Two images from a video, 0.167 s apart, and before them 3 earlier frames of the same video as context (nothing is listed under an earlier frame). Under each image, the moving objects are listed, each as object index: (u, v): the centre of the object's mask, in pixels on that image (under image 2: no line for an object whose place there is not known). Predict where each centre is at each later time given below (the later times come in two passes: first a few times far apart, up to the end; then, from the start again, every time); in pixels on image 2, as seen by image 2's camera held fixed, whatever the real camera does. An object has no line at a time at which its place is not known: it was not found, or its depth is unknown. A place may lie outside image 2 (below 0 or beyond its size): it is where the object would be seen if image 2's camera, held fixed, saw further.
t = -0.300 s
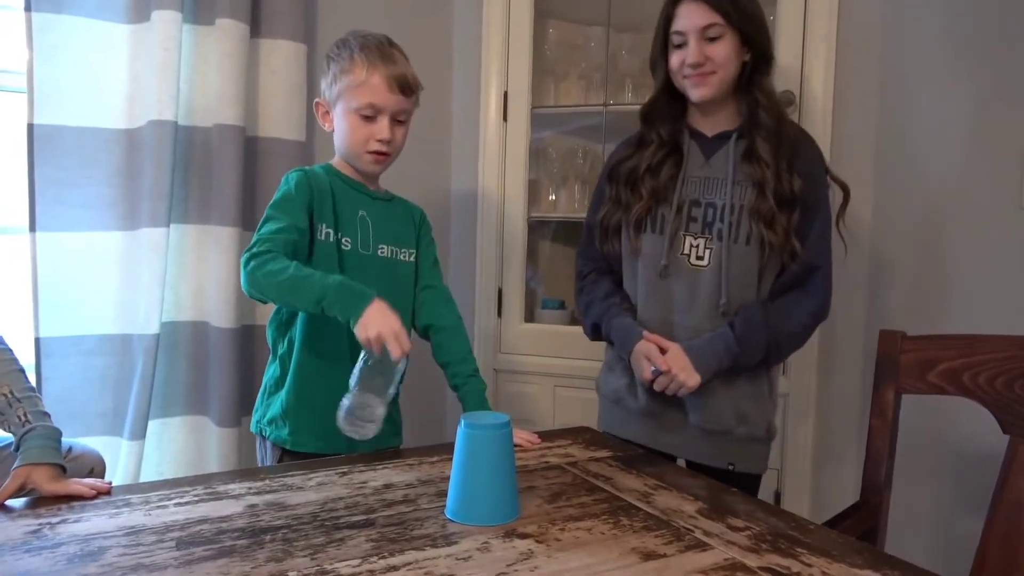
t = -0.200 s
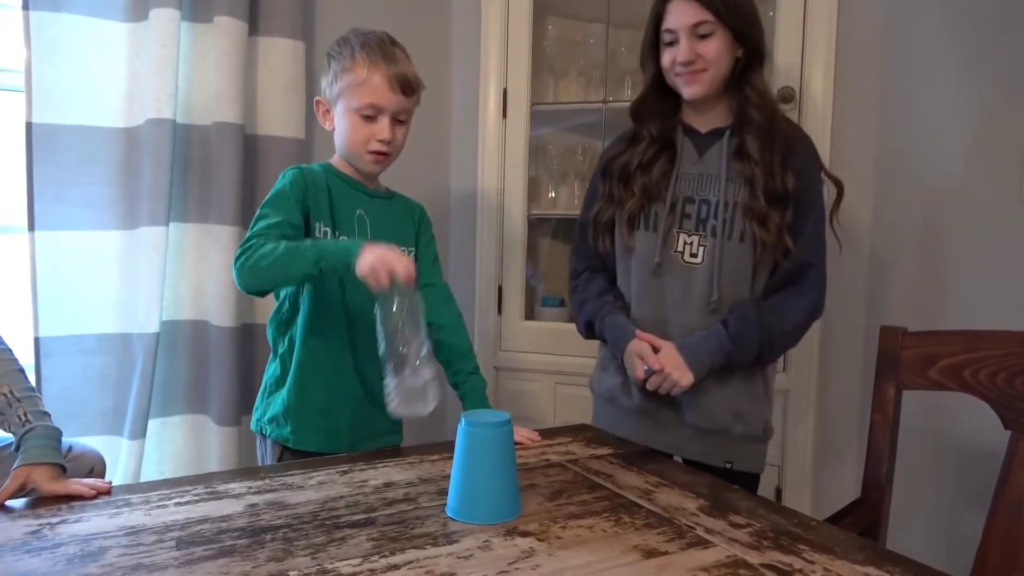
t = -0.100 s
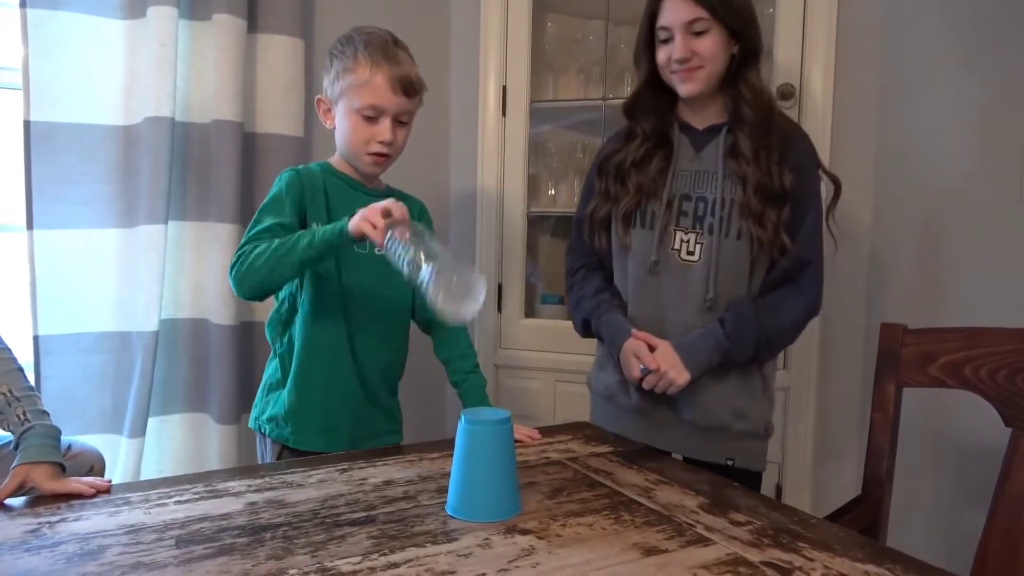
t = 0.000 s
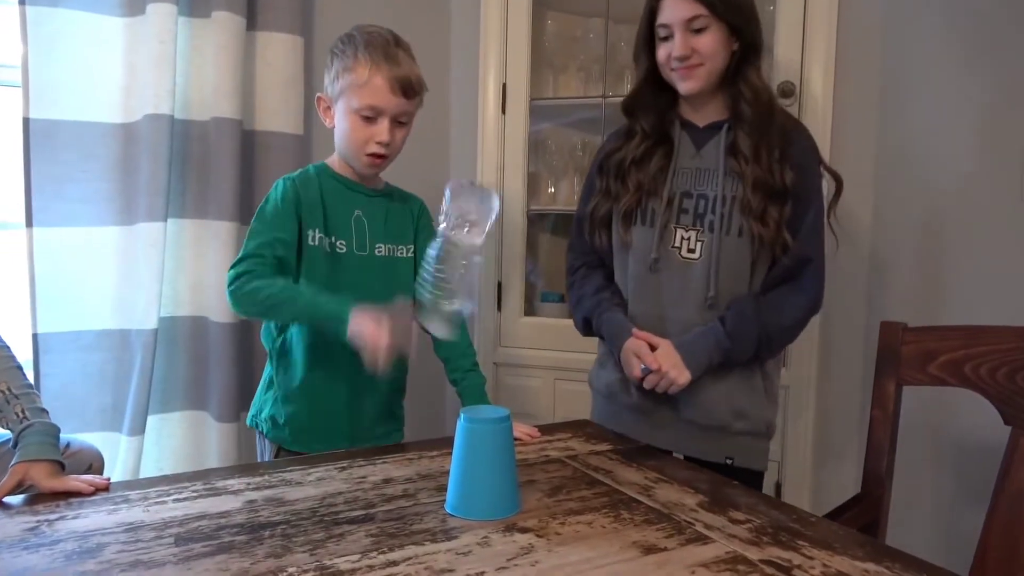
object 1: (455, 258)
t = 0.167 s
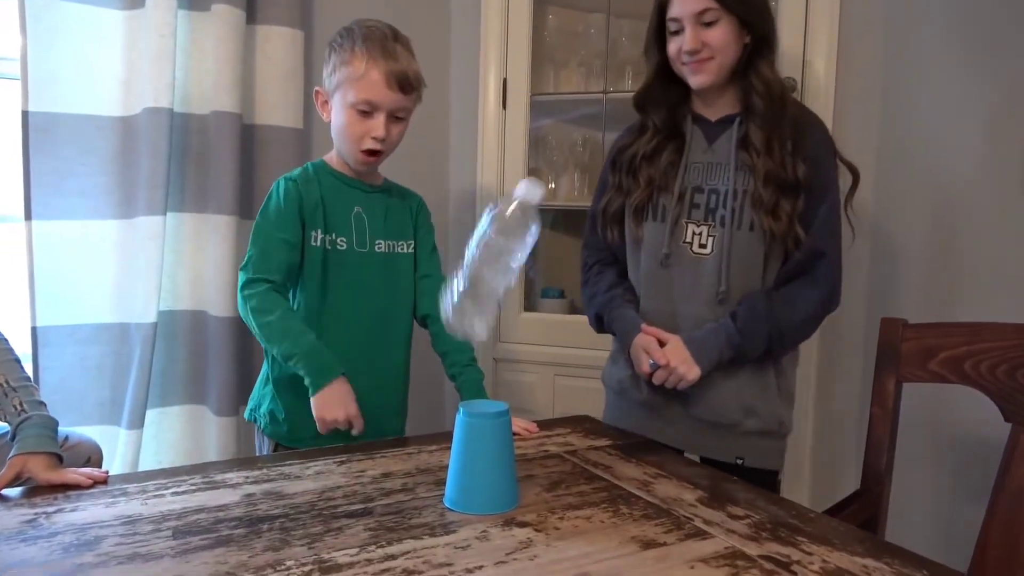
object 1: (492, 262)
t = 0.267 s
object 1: (496, 330)
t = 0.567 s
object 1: (503, 328)
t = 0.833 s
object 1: (471, 326)
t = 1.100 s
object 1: (484, 328)
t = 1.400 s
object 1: (484, 329)
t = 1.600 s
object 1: (482, 329)
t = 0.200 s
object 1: (489, 306)
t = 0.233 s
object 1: (491, 329)
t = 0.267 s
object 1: (496, 330)
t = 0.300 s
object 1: (499, 330)
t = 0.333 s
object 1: (500, 330)
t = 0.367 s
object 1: (503, 331)
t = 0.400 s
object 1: (507, 330)
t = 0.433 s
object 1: (510, 330)
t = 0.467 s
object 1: (511, 329)
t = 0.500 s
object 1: (510, 329)
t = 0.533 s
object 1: (507, 330)
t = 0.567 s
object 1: (503, 328)
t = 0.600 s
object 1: (496, 328)
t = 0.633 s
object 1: (487, 327)
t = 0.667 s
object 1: (481, 327)
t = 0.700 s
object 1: (477, 326)
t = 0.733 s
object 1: (473, 326)
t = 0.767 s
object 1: (471, 326)
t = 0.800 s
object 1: (470, 326)
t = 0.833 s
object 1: (471, 326)
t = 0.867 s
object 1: (472, 326)
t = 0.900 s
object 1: (474, 326)
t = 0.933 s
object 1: (479, 327)
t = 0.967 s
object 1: (483, 327)
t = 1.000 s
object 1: (486, 328)
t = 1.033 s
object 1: (486, 328)
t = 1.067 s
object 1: (484, 328)
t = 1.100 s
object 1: (484, 328)
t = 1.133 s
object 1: (485, 328)
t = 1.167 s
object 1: (485, 328)
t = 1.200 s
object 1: (484, 328)
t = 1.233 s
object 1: (482, 328)
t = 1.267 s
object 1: (482, 328)
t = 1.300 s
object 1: (483, 329)
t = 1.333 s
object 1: (485, 330)
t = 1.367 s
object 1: (484, 329)
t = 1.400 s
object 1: (484, 329)
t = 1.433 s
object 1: (484, 330)
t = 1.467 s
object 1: (484, 329)
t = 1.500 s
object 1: (484, 330)
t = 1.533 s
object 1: (483, 329)
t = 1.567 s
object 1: (482, 329)
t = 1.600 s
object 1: (482, 329)
